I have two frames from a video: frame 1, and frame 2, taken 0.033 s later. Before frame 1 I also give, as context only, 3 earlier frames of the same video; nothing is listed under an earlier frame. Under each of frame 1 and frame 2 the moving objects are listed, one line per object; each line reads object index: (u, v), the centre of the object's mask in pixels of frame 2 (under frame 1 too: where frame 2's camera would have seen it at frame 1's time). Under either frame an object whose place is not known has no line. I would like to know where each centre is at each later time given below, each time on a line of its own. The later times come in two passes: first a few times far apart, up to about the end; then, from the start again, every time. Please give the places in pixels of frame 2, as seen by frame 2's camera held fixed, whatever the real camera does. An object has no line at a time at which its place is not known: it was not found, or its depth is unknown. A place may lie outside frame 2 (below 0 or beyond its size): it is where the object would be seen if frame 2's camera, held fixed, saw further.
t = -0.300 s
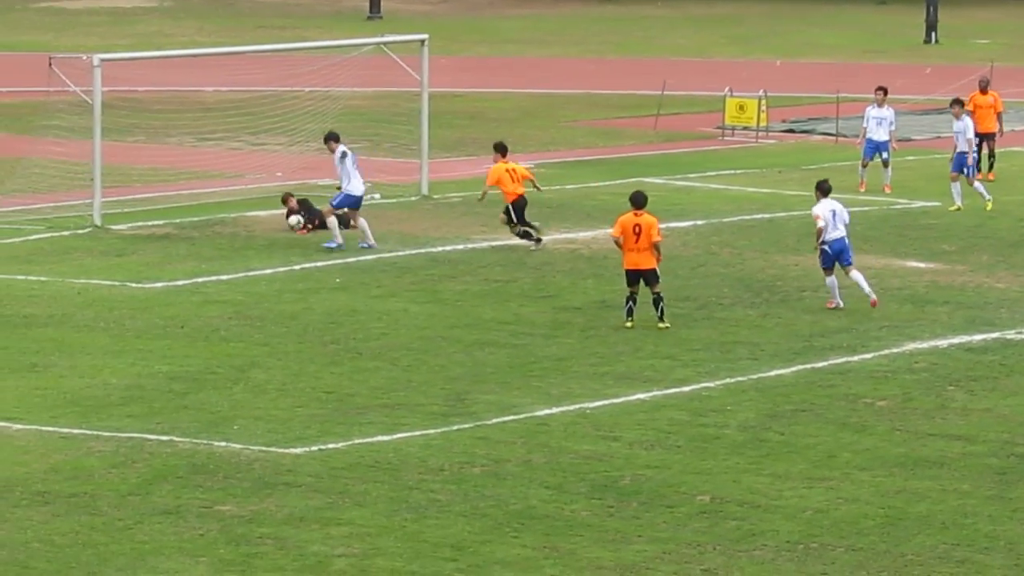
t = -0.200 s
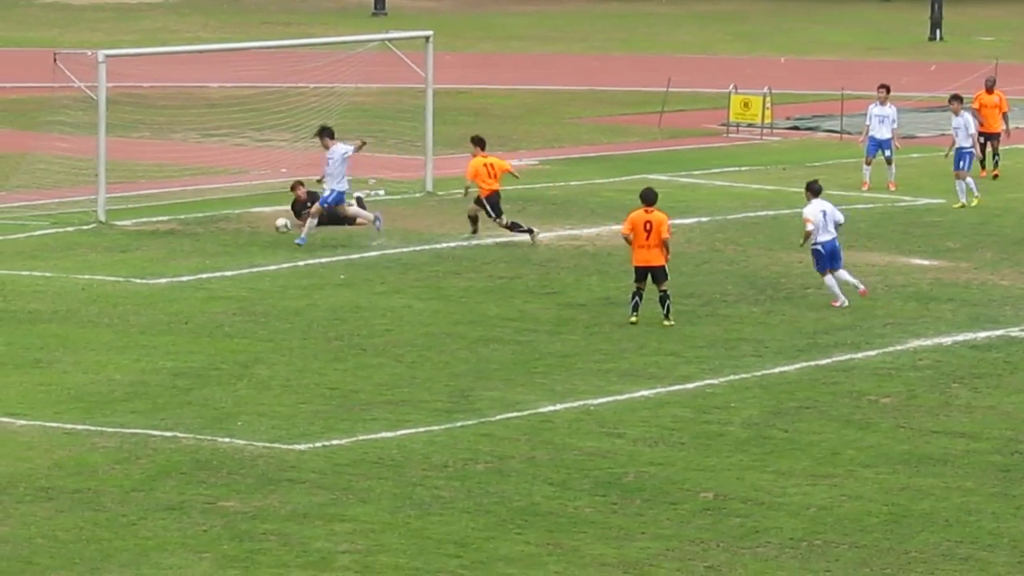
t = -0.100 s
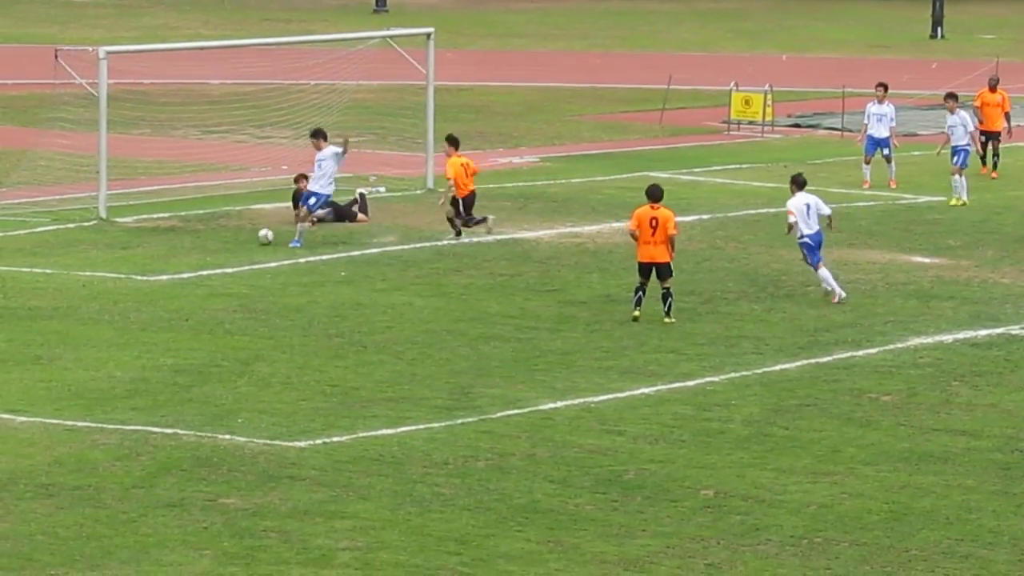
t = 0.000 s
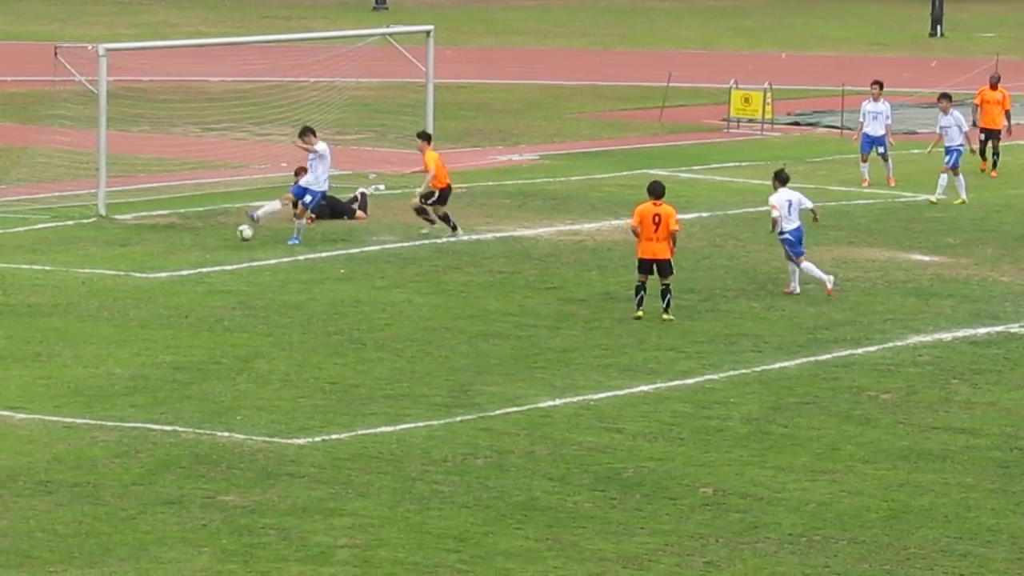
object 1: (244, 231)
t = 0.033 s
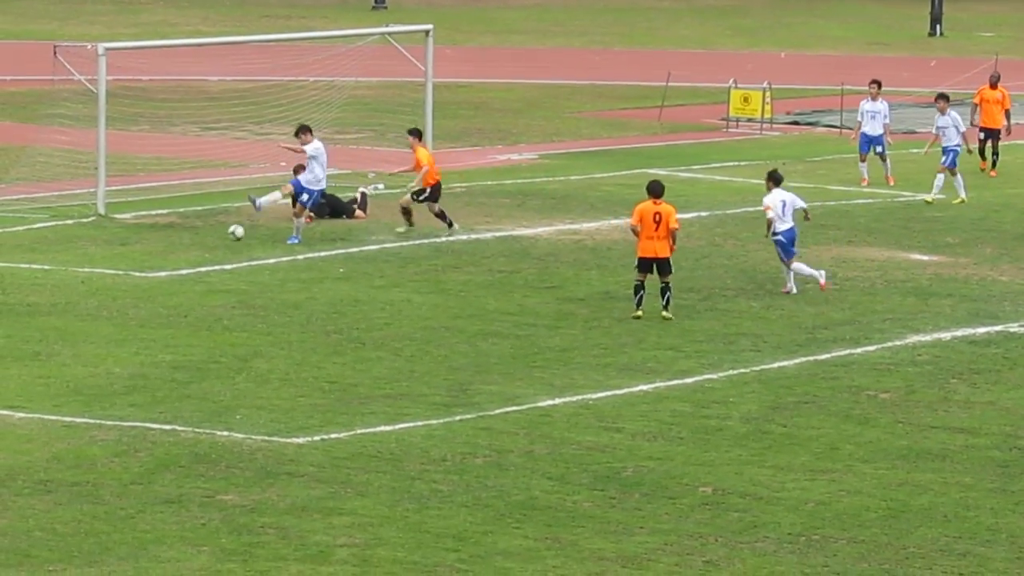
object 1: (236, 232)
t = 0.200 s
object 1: (199, 252)
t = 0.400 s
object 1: (164, 289)
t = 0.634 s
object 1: (134, 314)
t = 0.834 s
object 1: (115, 341)
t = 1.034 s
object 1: (103, 356)
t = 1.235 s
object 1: (91, 395)
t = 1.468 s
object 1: (79, 427)
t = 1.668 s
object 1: (67, 445)
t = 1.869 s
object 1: (54, 455)
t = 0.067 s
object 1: (228, 234)
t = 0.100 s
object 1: (220, 237)
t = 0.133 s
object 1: (213, 241)
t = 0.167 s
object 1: (206, 245)
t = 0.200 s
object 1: (199, 252)
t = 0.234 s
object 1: (192, 259)
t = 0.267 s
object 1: (186, 268)
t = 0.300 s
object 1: (179, 277)
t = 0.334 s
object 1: (172, 288)
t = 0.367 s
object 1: (168, 290)
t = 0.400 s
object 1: (164, 289)
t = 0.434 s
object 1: (159, 289)
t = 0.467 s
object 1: (155, 290)
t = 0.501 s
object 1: (150, 292)
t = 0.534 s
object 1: (147, 296)
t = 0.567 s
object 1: (142, 300)
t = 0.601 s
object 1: (138, 306)
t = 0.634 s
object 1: (134, 314)
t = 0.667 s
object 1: (130, 322)
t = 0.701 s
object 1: (126, 332)
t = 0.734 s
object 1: (123, 343)
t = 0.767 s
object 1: (119, 345)
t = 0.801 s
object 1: (117, 342)
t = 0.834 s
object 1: (115, 341)
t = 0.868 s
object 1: (113, 341)
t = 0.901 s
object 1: (111, 341)
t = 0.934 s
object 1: (109, 343)
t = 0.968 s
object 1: (107, 346)
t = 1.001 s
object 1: (105, 351)
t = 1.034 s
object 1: (103, 356)
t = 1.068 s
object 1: (101, 363)
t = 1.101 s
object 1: (99, 371)
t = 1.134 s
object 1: (97, 380)
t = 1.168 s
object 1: (95, 391)
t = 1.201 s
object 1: (94, 396)
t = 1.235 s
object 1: (91, 395)
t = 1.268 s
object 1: (90, 396)
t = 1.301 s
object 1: (87, 397)
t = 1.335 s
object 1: (86, 400)
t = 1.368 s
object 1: (83, 405)
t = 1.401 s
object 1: (82, 411)
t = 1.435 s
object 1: (80, 418)
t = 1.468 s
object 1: (79, 427)
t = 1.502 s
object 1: (76, 433)
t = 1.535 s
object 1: (75, 432)
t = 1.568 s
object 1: (73, 434)
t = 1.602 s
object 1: (71, 436)
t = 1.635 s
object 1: (69, 440)
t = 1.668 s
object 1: (67, 445)
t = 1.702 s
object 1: (65, 452)
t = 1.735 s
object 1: (63, 459)
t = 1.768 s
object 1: (61, 468)
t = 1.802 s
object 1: (58, 463)
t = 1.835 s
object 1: (56, 458)
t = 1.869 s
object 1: (54, 455)
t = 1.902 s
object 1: (51, 452)
